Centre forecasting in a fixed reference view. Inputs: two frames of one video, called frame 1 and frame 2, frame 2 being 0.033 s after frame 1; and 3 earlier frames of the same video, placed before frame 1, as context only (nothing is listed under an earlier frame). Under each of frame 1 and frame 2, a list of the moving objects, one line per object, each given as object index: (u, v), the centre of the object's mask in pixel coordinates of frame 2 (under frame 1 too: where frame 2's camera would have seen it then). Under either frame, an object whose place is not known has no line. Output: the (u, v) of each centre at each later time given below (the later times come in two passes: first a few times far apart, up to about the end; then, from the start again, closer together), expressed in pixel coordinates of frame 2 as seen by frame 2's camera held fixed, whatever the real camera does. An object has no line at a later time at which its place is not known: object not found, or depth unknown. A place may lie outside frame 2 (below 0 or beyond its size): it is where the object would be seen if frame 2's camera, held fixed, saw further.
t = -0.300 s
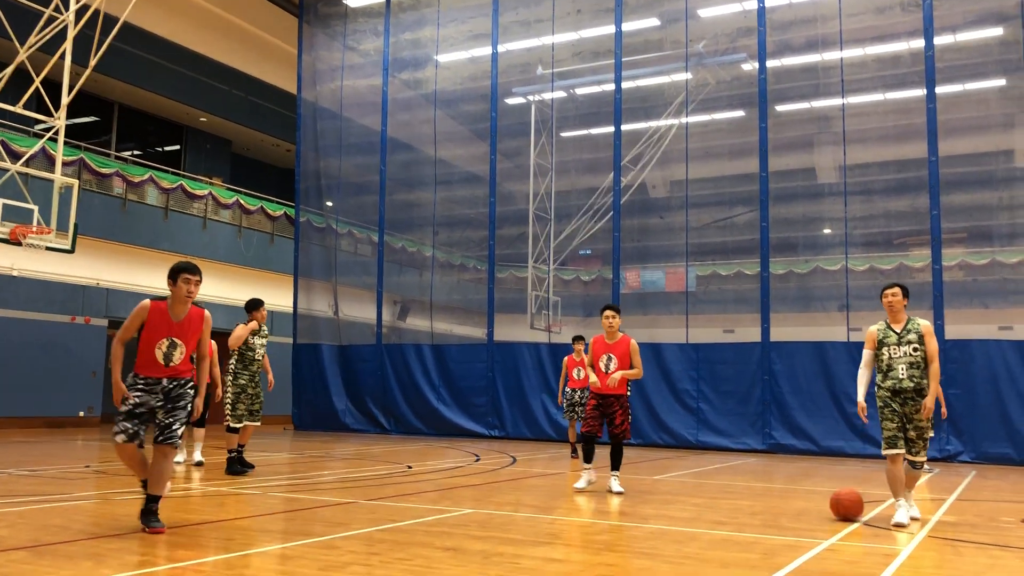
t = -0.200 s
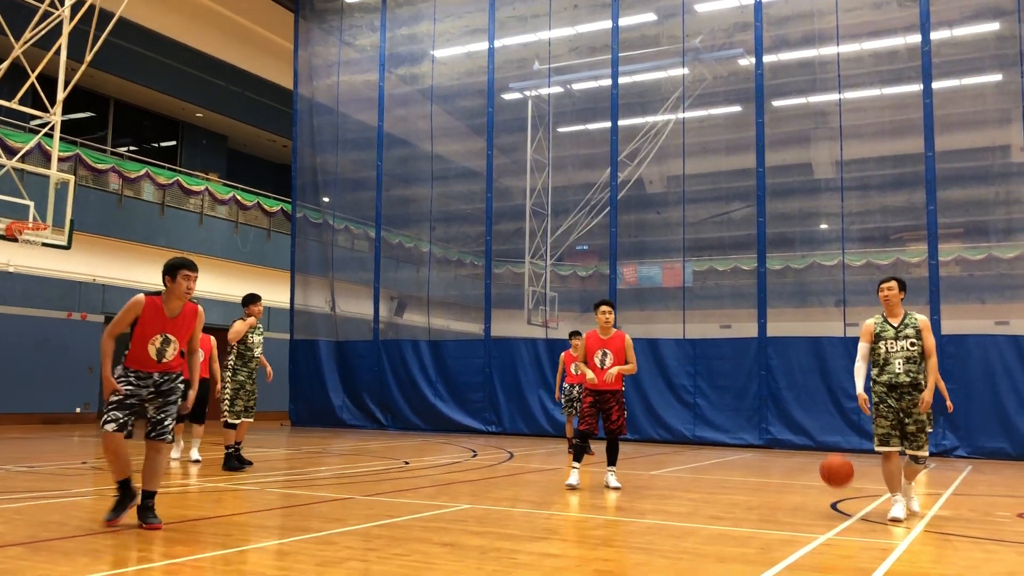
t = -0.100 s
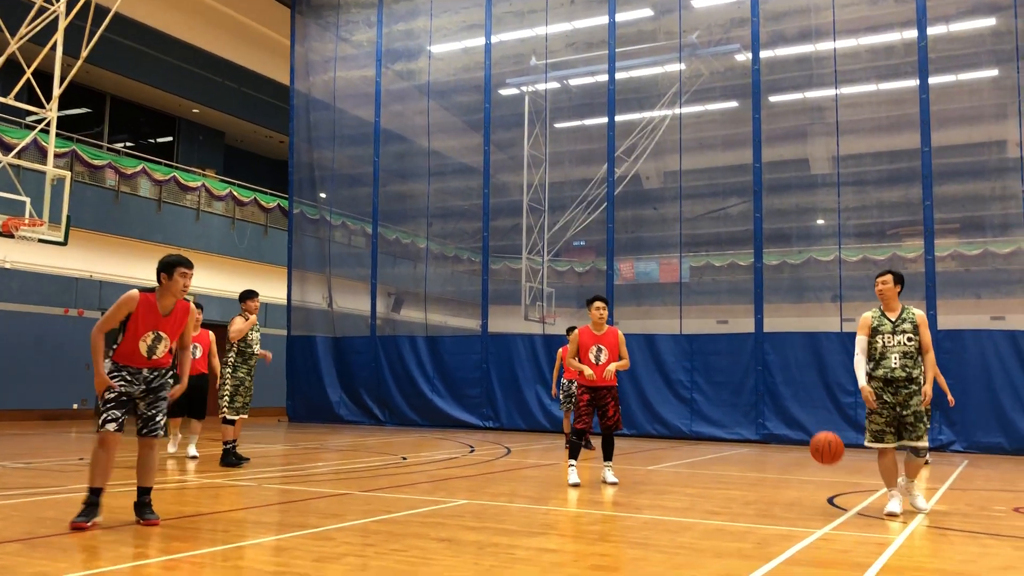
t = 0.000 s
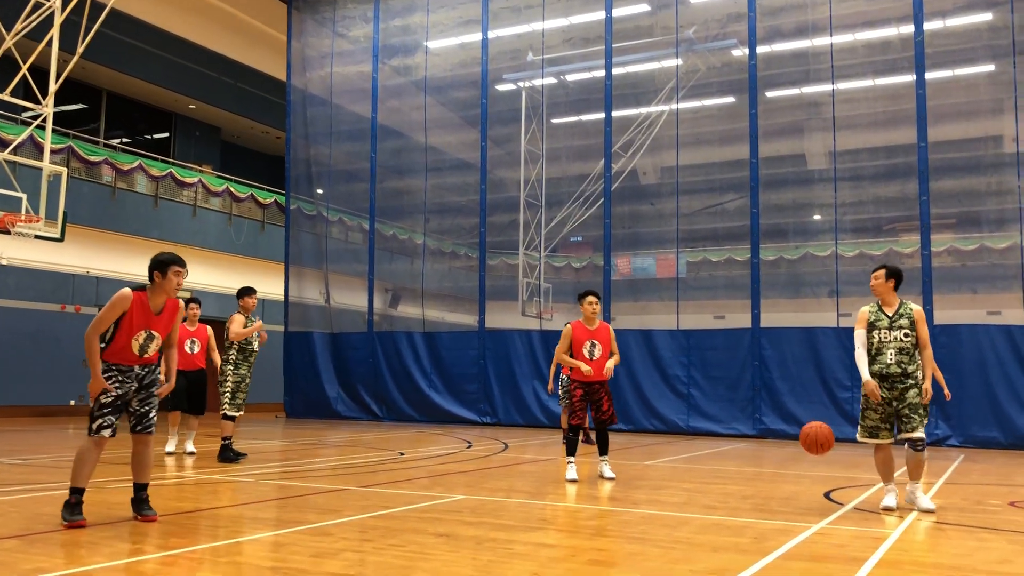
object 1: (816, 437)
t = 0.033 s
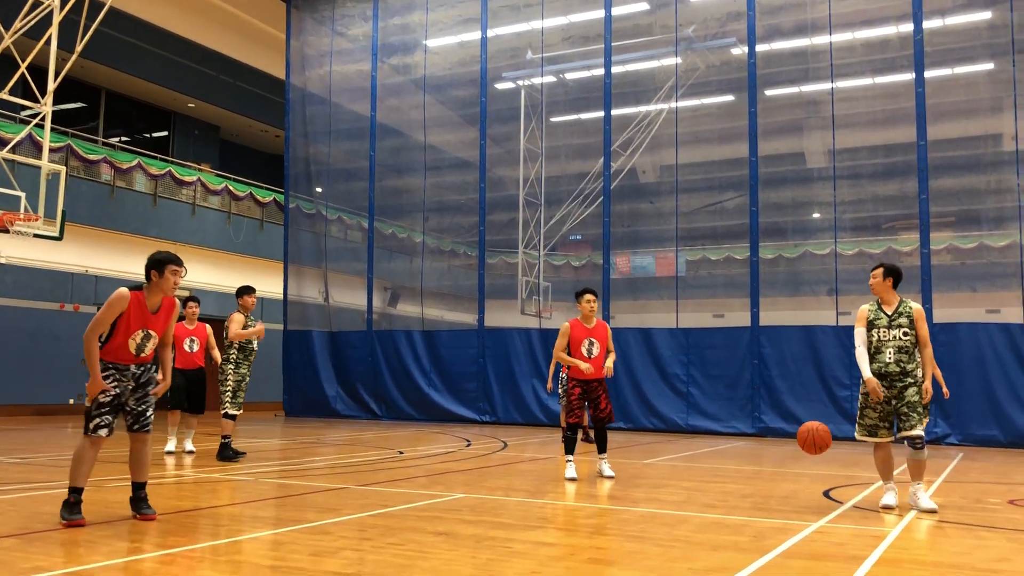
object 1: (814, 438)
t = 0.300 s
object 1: (797, 490)
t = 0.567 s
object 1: (780, 463)
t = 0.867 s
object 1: (761, 480)
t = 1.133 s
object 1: (744, 502)
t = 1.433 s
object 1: (724, 506)
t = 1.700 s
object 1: (705, 510)
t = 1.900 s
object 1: (690, 516)
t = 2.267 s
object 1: (660, 527)
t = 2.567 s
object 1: (632, 534)
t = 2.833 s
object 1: (605, 541)
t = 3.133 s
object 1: (572, 549)
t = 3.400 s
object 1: (540, 558)
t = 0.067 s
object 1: (812, 441)
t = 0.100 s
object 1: (810, 445)
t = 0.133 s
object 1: (808, 450)
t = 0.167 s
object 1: (805, 458)
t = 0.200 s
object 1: (803, 467)
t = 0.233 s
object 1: (801, 478)
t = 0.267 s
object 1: (799, 491)
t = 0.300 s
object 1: (797, 490)
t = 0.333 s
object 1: (795, 481)
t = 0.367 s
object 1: (793, 474)
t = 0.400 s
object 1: (790, 468)
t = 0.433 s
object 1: (788, 464)
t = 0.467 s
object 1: (786, 462)
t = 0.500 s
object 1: (784, 460)
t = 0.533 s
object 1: (782, 461)
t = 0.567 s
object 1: (780, 463)
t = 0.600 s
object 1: (778, 467)
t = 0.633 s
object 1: (776, 472)
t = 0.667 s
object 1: (774, 479)
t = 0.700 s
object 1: (772, 488)
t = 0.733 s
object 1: (770, 500)
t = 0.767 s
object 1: (767, 495)
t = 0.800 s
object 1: (765, 489)
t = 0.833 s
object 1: (763, 484)
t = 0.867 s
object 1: (761, 480)
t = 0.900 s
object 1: (759, 478)
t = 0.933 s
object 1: (757, 479)
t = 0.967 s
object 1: (755, 480)
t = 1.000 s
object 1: (753, 484)
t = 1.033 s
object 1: (751, 489)
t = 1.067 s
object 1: (749, 496)
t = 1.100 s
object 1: (746, 505)
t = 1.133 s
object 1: (744, 502)
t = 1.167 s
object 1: (742, 497)
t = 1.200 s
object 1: (740, 494)
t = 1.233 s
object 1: (738, 492)
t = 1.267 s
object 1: (735, 493)
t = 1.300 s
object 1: (733, 494)
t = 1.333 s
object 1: (731, 498)
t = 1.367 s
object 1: (729, 504)
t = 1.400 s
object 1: (726, 511)
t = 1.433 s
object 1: (724, 506)
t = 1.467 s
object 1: (722, 503)
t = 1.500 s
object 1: (719, 502)
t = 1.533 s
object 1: (717, 503)
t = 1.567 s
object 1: (715, 506)
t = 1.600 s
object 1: (713, 510)
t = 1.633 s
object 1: (710, 514)
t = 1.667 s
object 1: (708, 511)
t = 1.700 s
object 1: (705, 510)
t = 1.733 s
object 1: (702, 510)
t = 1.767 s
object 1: (700, 512)
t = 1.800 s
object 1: (698, 517)
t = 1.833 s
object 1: (695, 517)
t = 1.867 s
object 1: (692, 516)
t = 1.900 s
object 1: (690, 516)
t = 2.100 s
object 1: (674, 522)
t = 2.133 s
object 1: (671, 524)
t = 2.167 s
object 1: (668, 525)
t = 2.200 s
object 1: (665, 525)
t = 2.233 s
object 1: (662, 527)
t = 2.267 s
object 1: (660, 527)
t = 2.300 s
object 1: (657, 528)
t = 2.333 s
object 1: (654, 528)
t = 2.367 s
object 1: (651, 529)
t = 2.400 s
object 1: (647, 530)
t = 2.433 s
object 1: (644, 531)
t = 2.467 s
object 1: (641, 531)
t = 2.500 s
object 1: (638, 532)
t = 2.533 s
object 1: (635, 533)
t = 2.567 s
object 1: (632, 534)
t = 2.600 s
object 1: (629, 535)
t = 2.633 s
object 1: (625, 535)
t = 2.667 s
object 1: (622, 537)
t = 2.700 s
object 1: (619, 537)
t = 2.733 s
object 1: (615, 539)
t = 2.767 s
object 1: (612, 539)
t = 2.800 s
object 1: (608, 540)
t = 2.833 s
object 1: (605, 541)
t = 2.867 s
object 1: (601, 542)
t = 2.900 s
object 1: (598, 543)
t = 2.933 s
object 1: (594, 543)
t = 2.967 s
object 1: (590, 544)
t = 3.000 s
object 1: (587, 545)
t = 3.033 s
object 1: (583, 546)
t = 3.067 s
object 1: (580, 547)
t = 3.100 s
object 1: (576, 548)
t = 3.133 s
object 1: (572, 549)
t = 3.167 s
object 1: (568, 549)
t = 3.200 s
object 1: (564, 551)
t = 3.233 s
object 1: (560, 552)
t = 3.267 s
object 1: (556, 553)
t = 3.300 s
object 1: (552, 554)
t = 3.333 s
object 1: (548, 554)
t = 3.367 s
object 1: (544, 556)
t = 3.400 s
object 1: (540, 558)
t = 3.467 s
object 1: (532, 559)
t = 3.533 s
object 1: (523, 561)
